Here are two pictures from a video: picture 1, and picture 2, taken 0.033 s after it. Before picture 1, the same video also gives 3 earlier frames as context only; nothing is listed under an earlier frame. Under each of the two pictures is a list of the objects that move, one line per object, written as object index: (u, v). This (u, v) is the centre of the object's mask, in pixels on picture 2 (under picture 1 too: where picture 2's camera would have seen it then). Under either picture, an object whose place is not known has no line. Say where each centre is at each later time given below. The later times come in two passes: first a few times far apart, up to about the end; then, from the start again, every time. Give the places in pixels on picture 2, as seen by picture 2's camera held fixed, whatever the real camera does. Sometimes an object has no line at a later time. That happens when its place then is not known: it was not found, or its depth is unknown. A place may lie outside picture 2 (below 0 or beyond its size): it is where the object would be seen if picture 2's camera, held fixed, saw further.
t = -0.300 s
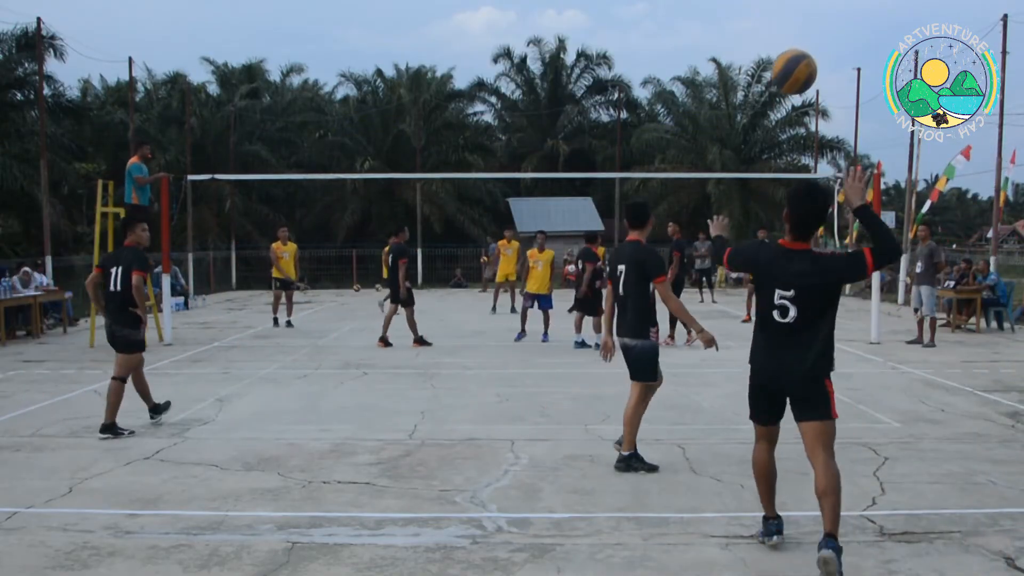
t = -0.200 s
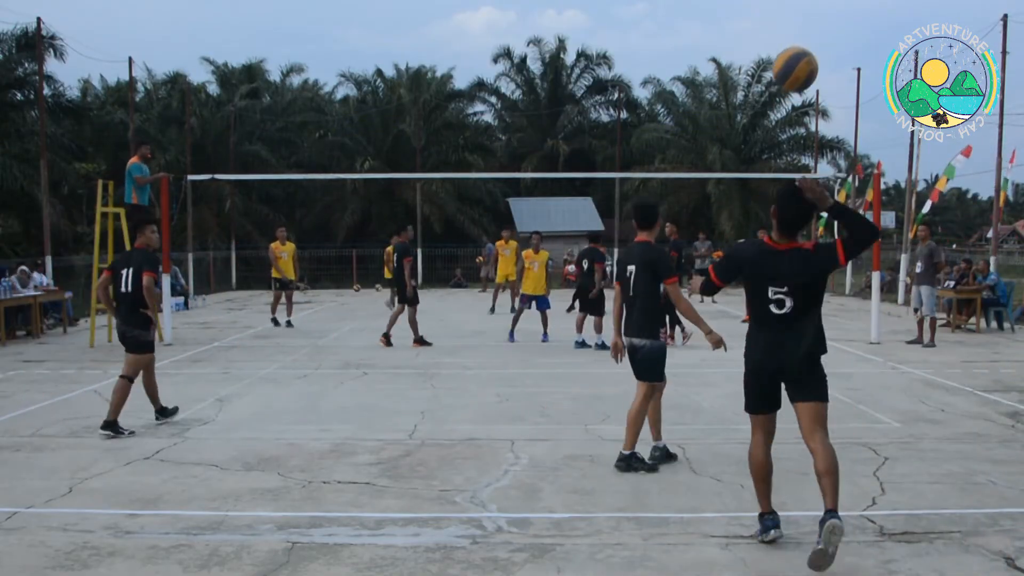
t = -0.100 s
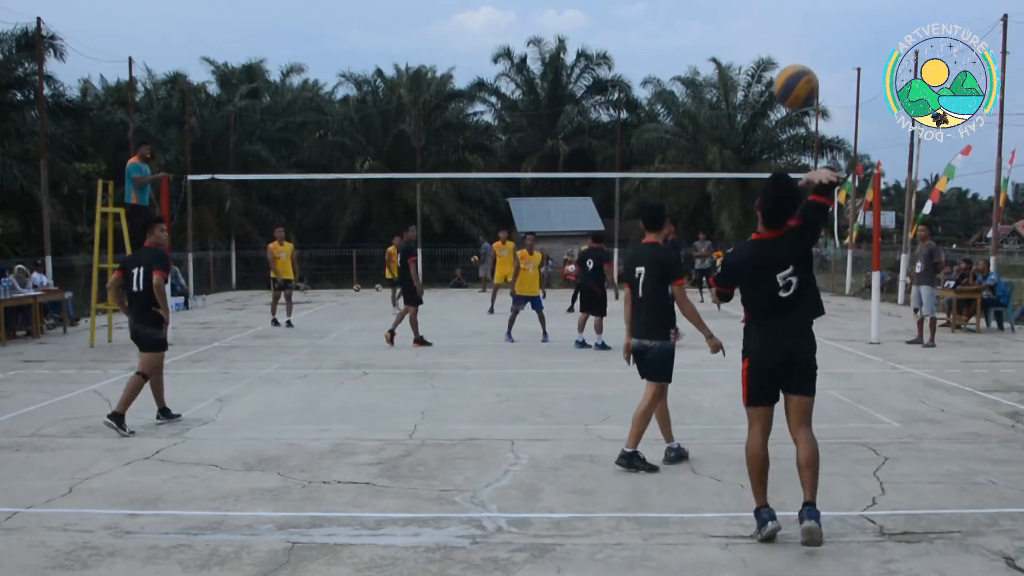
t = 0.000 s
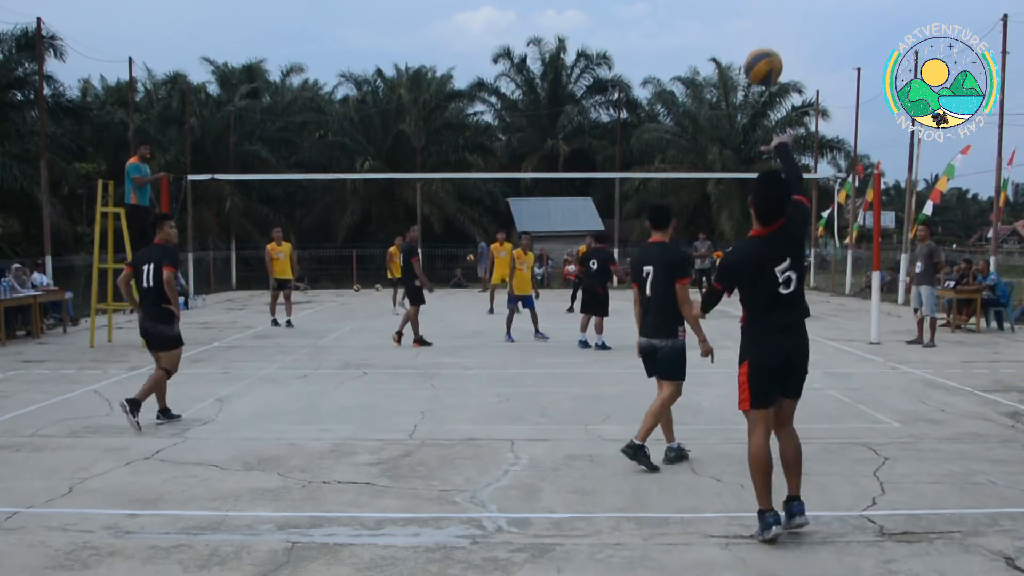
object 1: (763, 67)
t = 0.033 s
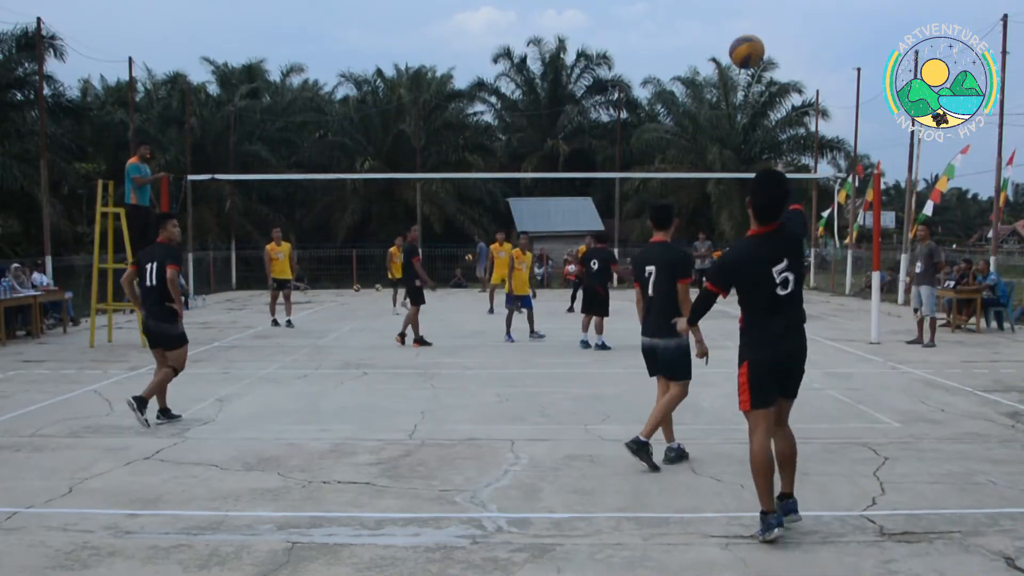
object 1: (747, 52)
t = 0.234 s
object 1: (682, 12)
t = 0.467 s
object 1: (637, 37)
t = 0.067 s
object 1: (733, 39)
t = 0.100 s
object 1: (720, 30)
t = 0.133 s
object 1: (710, 22)
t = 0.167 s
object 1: (700, 17)
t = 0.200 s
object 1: (690, 13)
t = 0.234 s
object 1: (682, 12)
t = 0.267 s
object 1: (674, 12)
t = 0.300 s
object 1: (666, 13)
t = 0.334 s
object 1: (660, 16)
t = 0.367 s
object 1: (653, 20)
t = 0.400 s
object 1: (648, 25)
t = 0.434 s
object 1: (642, 31)
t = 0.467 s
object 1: (637, 37)
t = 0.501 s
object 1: (632, 44)
